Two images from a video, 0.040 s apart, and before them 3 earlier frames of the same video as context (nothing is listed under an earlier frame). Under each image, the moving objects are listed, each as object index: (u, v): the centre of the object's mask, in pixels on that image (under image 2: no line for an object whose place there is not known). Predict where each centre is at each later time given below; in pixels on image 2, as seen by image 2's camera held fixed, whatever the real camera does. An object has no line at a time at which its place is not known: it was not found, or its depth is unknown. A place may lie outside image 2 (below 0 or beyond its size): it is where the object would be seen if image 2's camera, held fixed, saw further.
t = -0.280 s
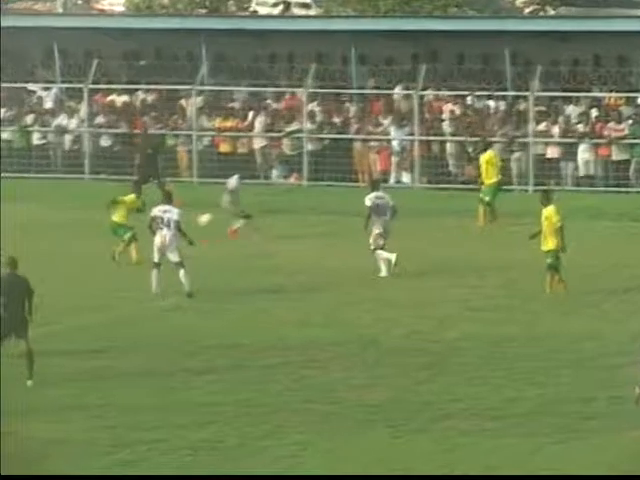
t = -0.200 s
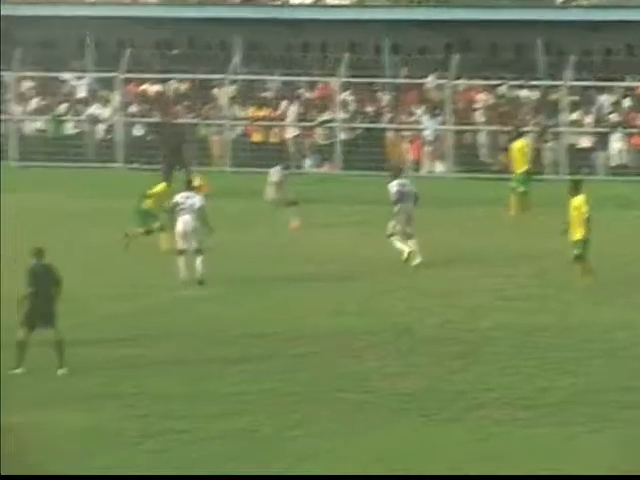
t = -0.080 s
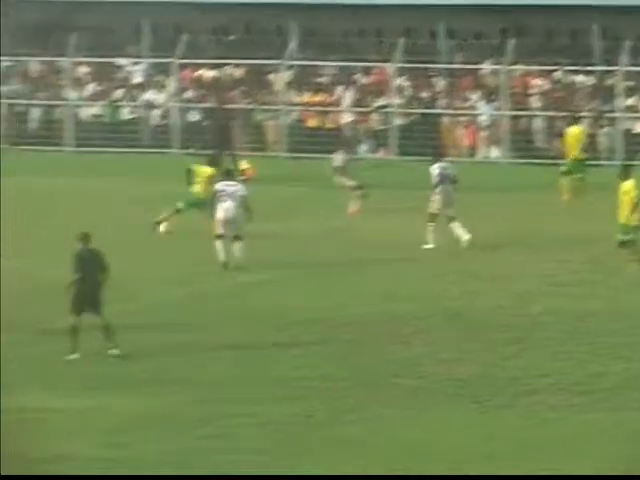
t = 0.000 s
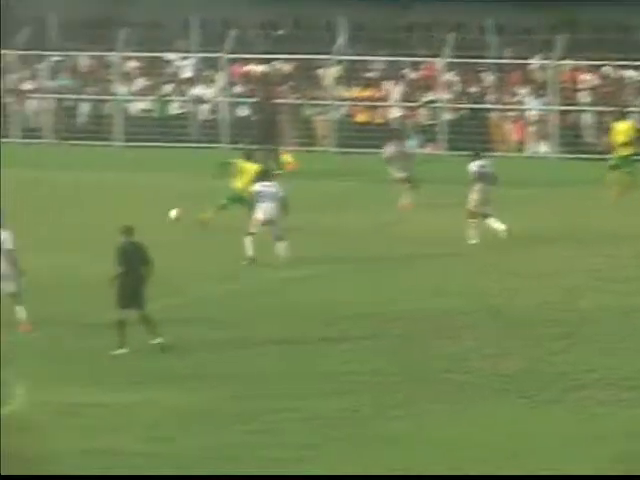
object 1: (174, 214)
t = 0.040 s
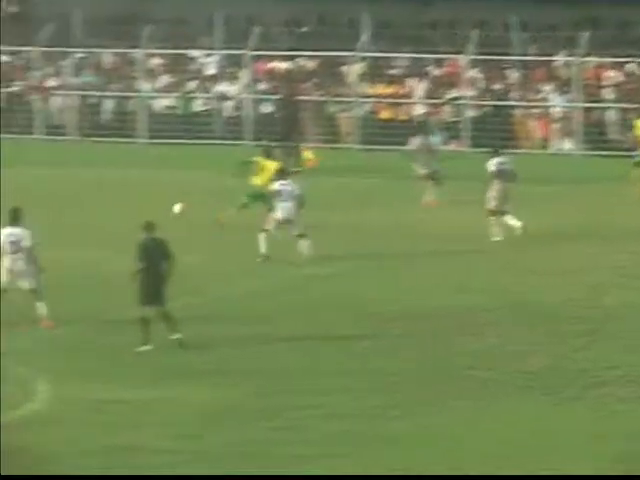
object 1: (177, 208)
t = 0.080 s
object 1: (160, 207)
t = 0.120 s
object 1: (142, 207)
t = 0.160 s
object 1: (124, 207)
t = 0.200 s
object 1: (107, 209)
